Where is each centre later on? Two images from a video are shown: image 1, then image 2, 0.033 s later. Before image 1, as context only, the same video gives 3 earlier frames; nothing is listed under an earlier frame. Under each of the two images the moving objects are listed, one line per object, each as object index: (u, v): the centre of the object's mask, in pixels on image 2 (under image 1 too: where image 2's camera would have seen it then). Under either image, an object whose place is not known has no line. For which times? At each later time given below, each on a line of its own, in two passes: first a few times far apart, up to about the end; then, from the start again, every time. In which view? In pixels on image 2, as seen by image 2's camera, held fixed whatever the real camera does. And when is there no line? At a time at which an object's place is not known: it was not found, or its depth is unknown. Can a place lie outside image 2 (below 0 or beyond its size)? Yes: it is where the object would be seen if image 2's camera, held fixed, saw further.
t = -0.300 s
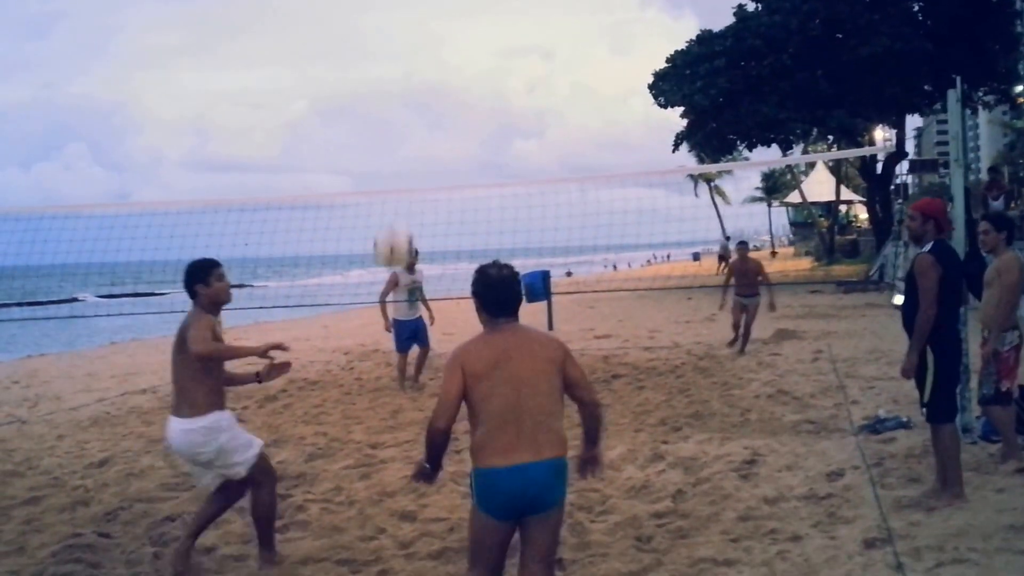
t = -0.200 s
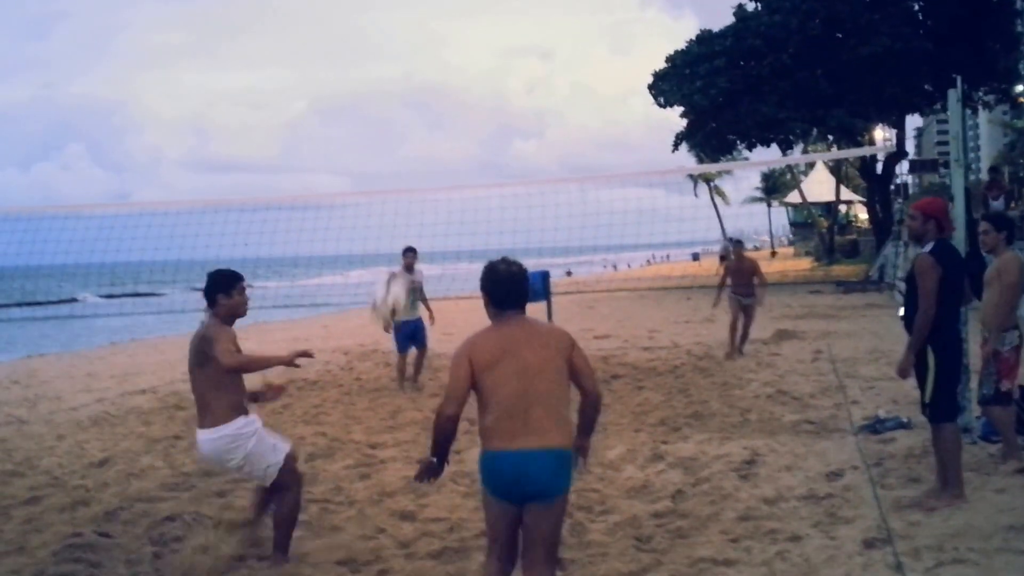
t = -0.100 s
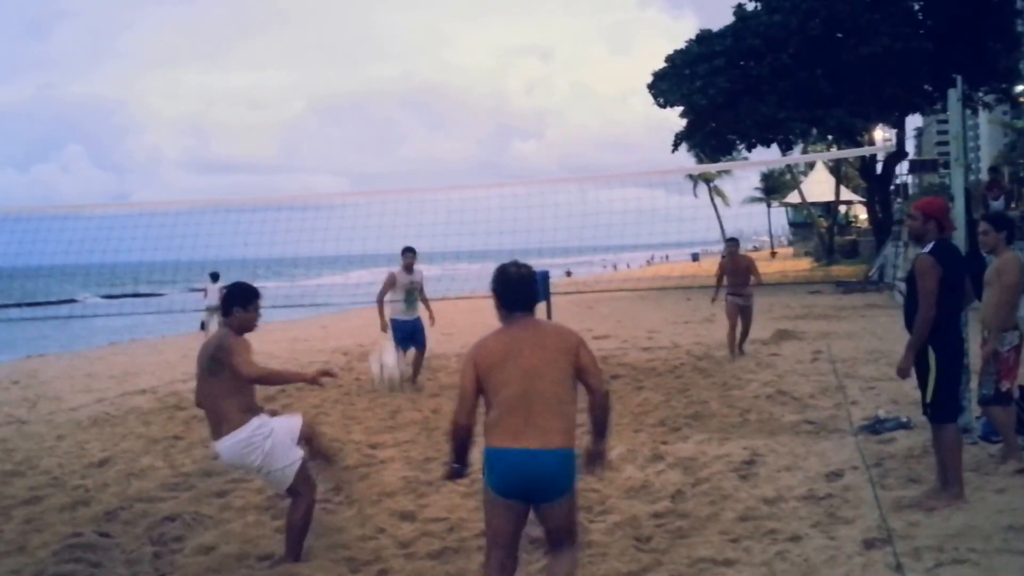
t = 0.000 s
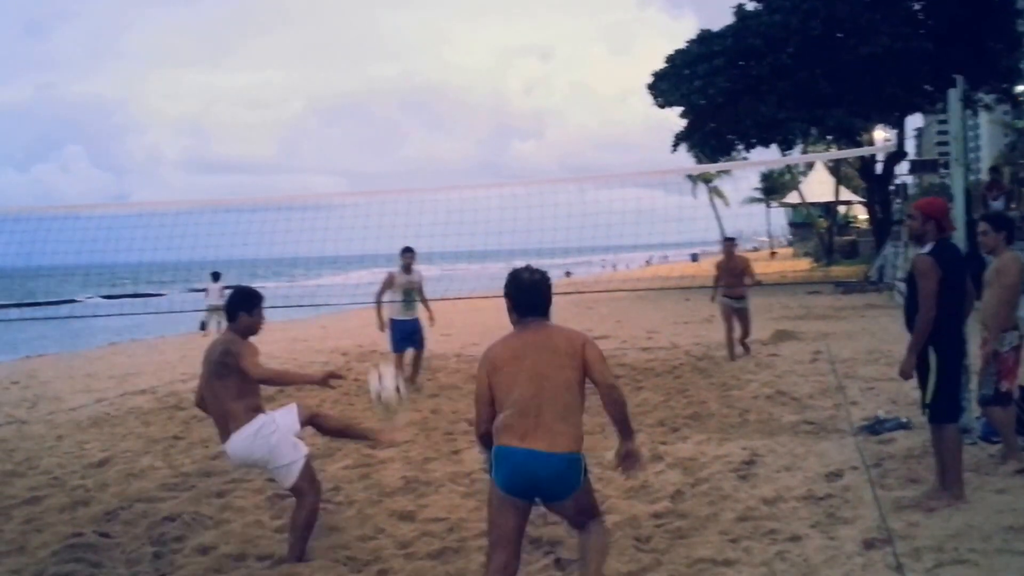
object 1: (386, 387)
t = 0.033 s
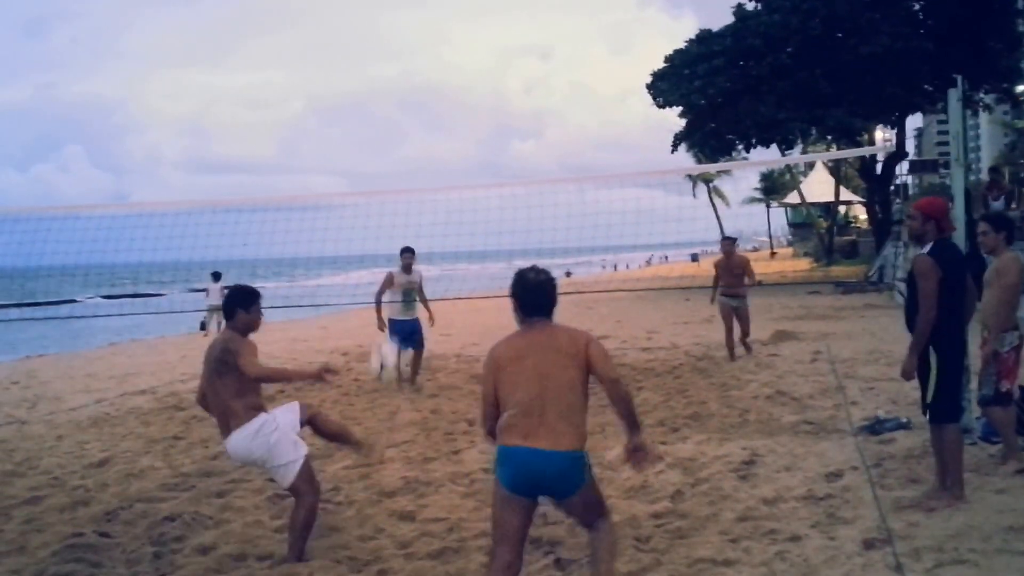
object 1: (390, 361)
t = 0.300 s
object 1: (397, 215)
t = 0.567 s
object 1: (410, 179)
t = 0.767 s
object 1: (428, 237)
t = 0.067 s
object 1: (388, 336)
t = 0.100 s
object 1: (390, 314)
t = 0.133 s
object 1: (391, 295)
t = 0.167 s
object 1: (391, 274)
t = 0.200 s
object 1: (393, 257)
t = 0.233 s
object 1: (393, 242)
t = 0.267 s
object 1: (396, 228)
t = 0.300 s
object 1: (397, 215)
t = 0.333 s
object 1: (397, 204)
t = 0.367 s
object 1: (400, 195)
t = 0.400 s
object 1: (401, 188)
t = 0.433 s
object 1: (402, 183)
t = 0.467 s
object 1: (404, 179)
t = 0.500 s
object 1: (406, 177)
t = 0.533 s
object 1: (408, 178)
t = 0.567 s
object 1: (410, 179)
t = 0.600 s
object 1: (413, 183)
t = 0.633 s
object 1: (416, 190)
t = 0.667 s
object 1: (417, 199)
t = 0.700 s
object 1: (421, 209)
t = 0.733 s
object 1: (424, 222)
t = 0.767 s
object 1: (428, 237)
